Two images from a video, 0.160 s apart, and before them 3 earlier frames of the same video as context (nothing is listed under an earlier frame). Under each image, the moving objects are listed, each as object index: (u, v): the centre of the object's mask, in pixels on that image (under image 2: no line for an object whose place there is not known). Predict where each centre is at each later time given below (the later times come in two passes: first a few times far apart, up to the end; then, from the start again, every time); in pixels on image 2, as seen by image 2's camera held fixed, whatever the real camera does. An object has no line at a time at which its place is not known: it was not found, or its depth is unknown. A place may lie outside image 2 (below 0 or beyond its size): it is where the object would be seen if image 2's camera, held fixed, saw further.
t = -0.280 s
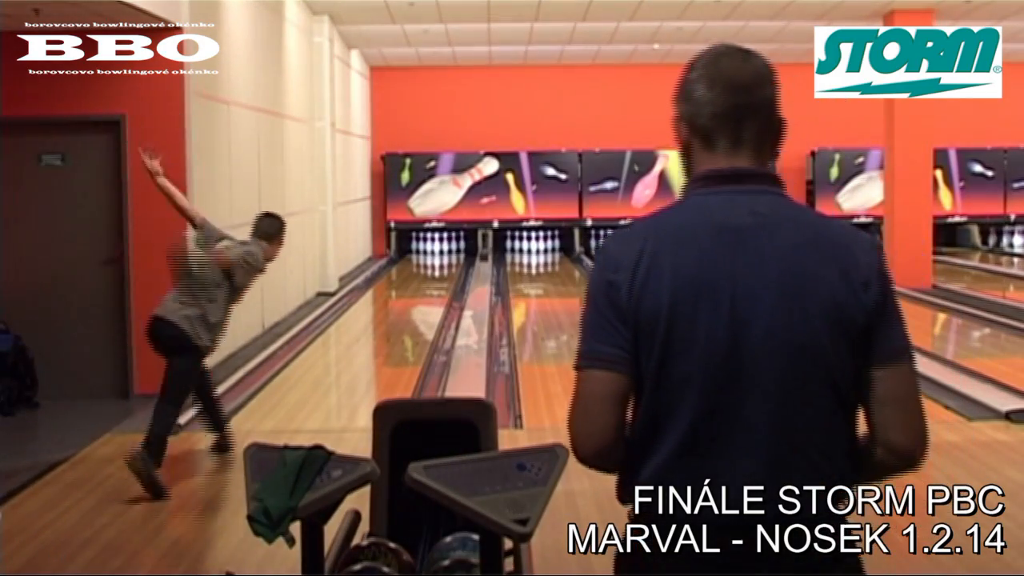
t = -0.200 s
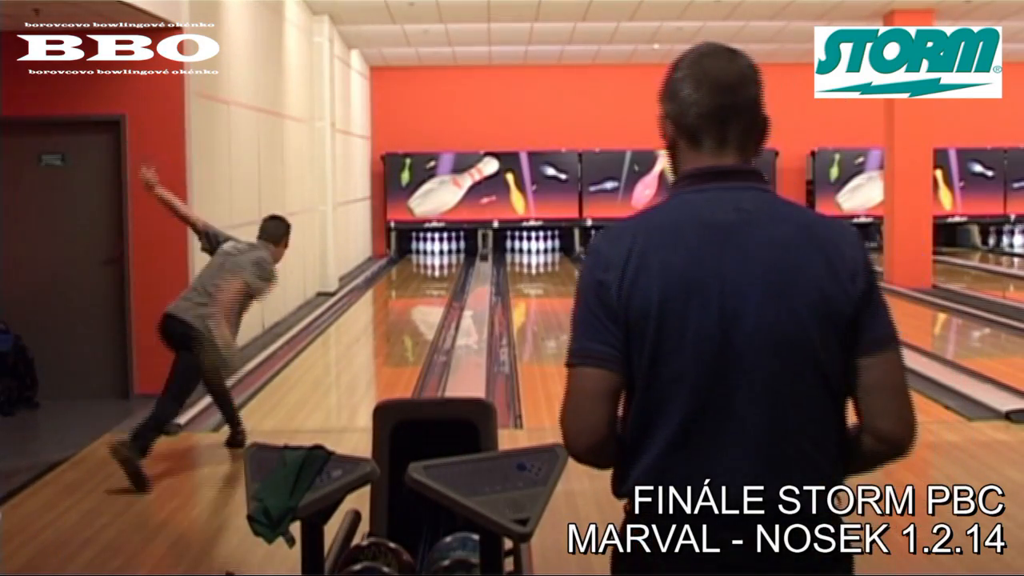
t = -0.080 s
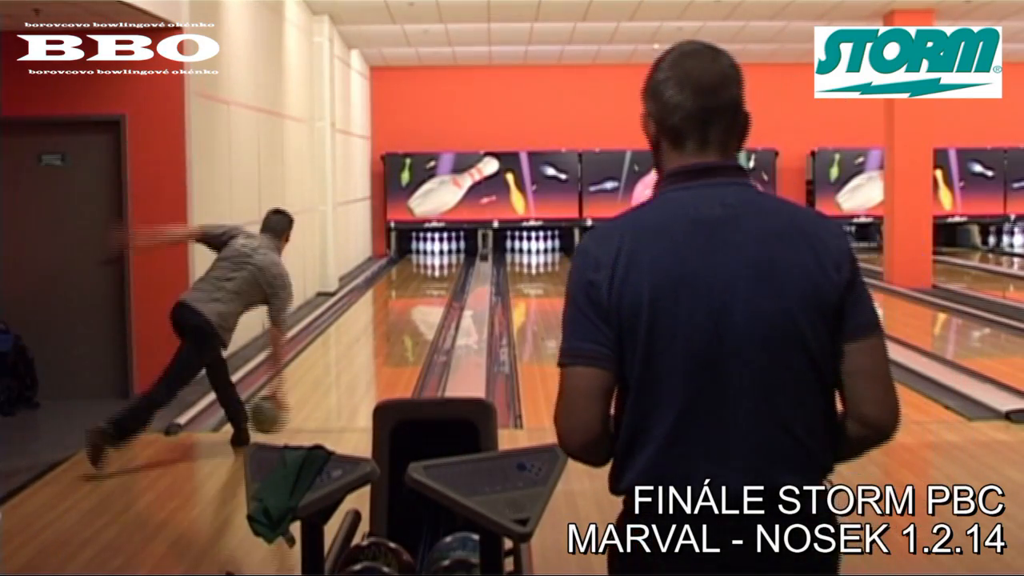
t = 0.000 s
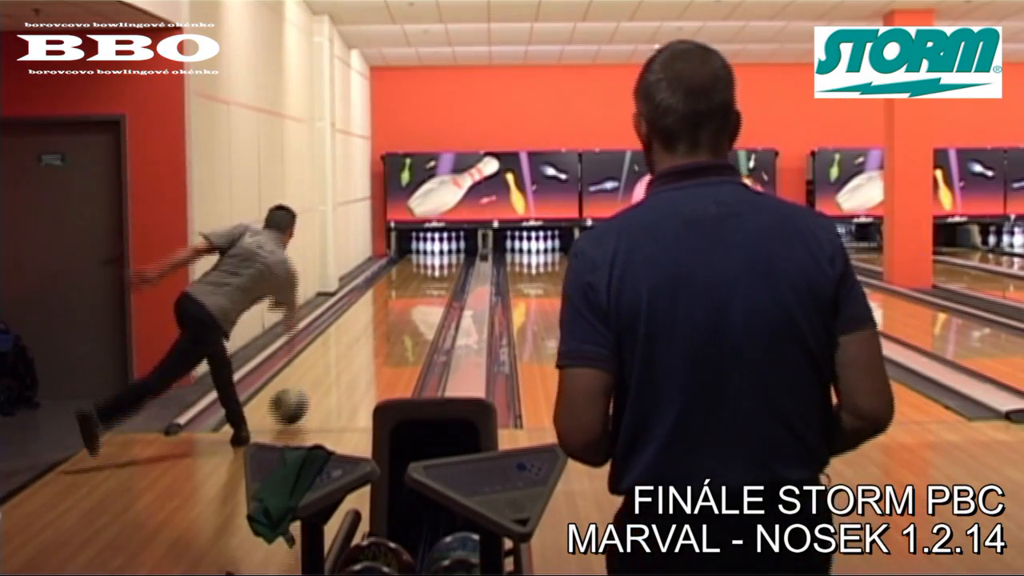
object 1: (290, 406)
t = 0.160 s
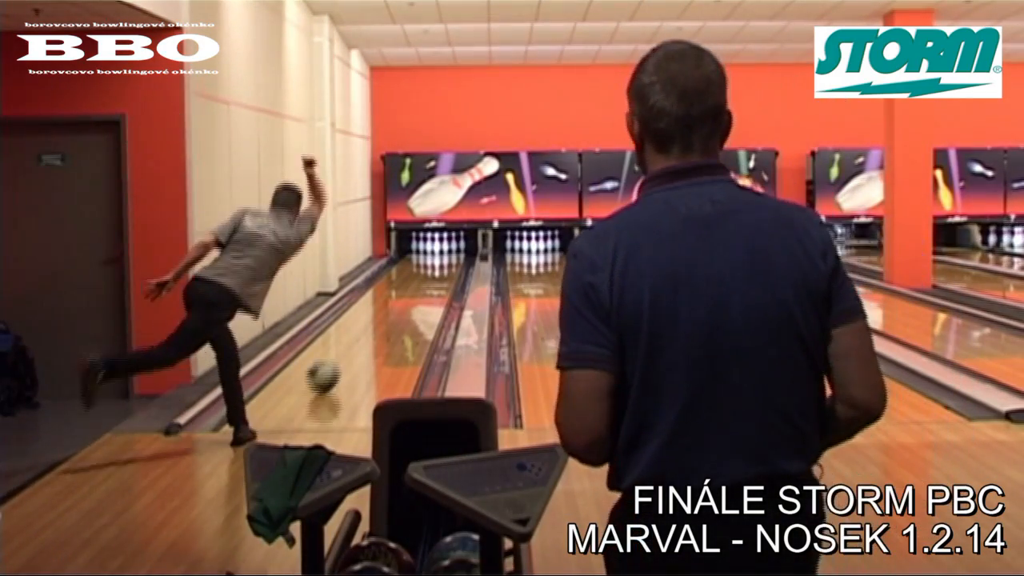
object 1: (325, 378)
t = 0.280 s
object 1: (342, 358)
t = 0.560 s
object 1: (377, 326)
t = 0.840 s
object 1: (400, 303)
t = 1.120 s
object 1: (417, 287)
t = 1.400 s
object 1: (428, 274)
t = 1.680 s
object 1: (436, 264)
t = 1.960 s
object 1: (440, 256)
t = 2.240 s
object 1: (439, 252)
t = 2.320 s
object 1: (439, 250)
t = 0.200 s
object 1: (330, 369)
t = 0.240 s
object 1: (337, 363)
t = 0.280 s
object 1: (342, 358)
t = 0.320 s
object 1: (348, 353)
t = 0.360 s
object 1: (354, 347)
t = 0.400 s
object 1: (359, 343)
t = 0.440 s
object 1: (363, 338)
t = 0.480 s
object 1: (368, 334)
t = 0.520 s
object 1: (373, 330)
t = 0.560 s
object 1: (377, 326)
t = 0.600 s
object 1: (381, 324)
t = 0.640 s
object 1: (385, 319)
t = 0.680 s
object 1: (389, 316)
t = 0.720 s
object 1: (392, 312)
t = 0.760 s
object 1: (394, 310)
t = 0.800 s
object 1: (398, 306)
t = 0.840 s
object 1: (400, 303)
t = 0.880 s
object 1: (403, 301)
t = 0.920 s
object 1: (405, 299)
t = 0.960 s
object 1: (409, 296)
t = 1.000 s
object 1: (411, 293)
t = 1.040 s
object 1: (413, 291)
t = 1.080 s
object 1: (415, 289)
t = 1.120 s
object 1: (417, 287)
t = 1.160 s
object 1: (419, 285)
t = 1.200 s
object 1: (420, 282)
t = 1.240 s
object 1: (422, 281)
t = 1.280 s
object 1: (424, 280)
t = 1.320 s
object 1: (427, 277)
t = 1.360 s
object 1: (427, 275)
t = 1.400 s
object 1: (428, 274)
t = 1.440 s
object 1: (430, 273)
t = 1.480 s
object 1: (430, 272)
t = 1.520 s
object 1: (432, 270)
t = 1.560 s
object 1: (434, 269)
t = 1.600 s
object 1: (435, 266)
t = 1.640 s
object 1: (436, 266)
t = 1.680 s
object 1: (436, 264)
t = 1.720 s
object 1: (438, 264)
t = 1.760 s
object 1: (439, 263)
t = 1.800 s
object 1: (440, 263)
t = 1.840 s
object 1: (440, 261)
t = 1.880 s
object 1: (440, 258)
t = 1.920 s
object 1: (440, 258)
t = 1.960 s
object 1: (440, 256)
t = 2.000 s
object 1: (440, 255)
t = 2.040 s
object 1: (440, 254)
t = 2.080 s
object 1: (440, 253)
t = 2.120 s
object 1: (440, 253)
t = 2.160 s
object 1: (439, 252)
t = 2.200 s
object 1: (439, 251)
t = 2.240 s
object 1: (439, 252)
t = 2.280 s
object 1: (439, 253)
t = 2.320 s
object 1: (439, 250)
